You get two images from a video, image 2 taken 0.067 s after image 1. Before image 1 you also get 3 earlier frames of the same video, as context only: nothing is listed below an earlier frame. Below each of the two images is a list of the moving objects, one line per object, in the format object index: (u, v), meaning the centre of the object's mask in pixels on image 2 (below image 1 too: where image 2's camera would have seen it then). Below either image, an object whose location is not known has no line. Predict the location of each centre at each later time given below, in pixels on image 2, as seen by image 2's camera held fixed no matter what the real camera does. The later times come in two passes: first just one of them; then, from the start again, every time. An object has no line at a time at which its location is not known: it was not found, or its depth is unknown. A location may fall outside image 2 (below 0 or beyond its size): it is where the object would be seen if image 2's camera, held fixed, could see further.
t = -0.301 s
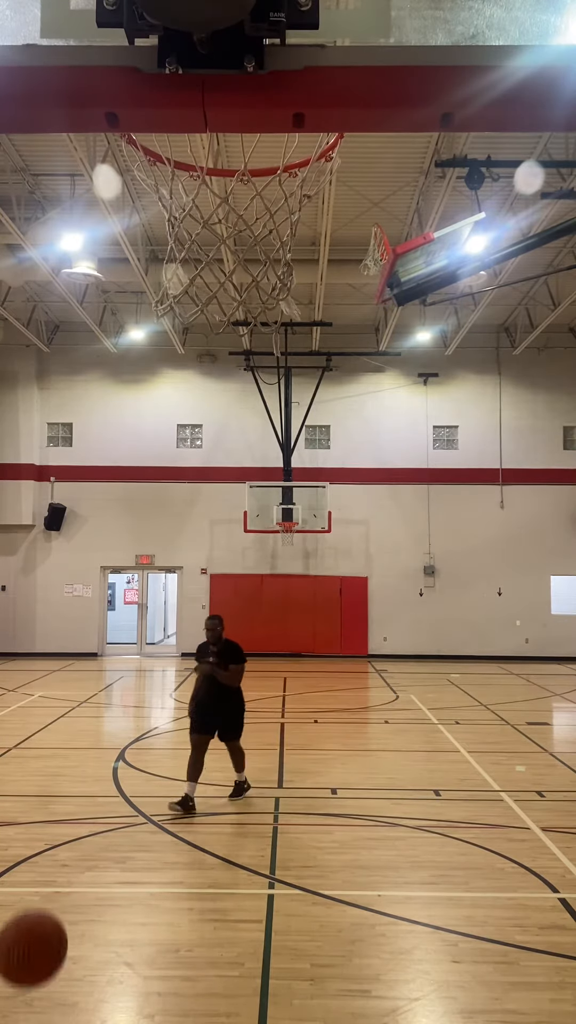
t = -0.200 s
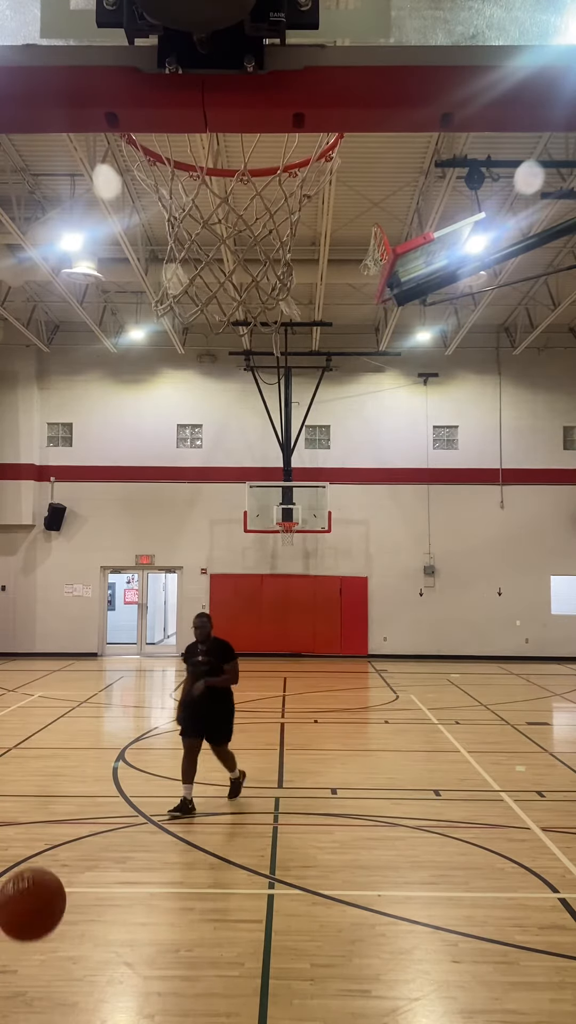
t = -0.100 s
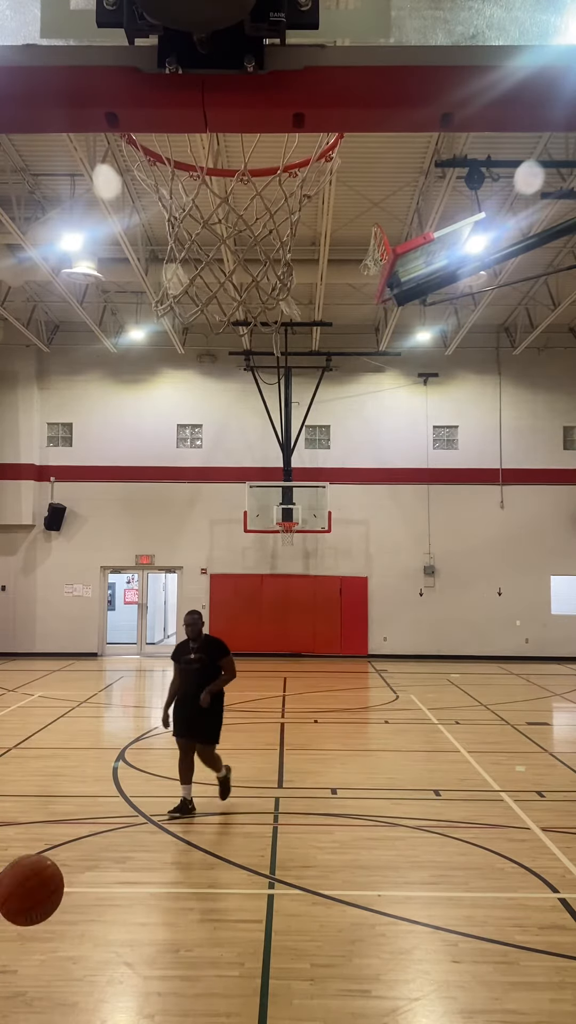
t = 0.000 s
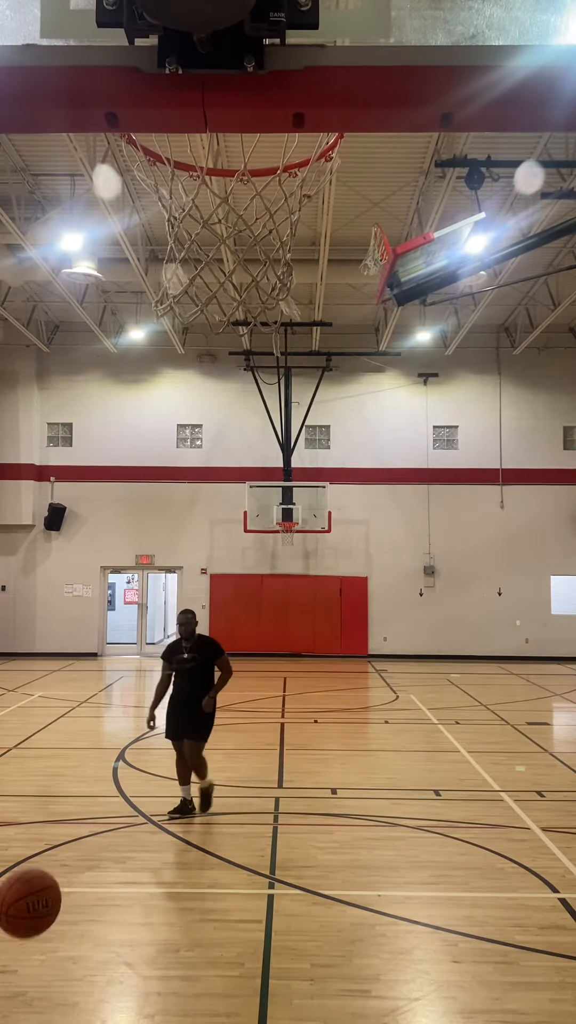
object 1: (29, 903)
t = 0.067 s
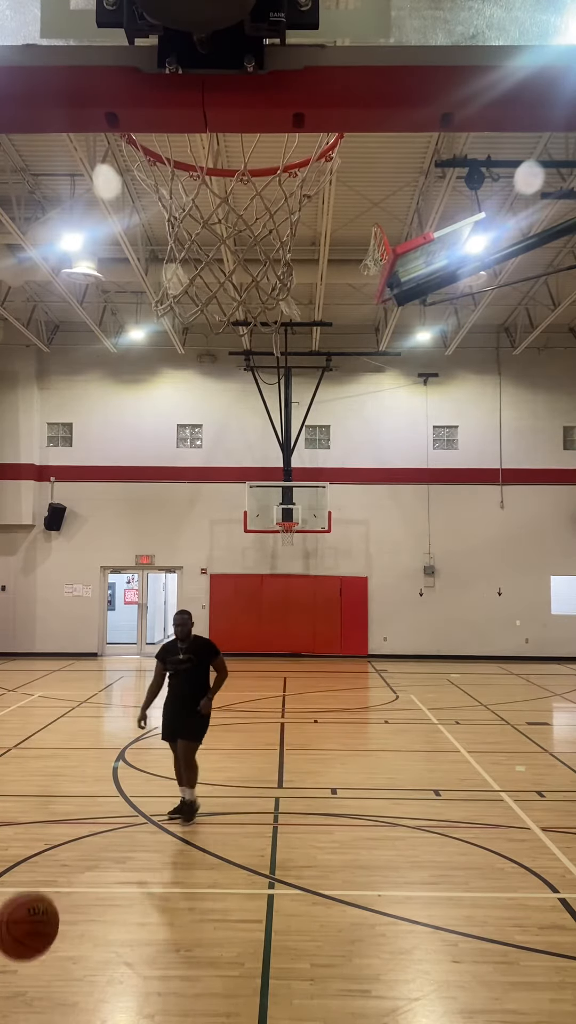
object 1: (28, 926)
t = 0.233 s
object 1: (25, 1010)
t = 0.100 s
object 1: (27, 941)
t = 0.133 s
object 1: (27, 959)
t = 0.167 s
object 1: (26, 980)
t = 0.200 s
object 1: (26, 998)
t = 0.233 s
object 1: (25, 1010)
